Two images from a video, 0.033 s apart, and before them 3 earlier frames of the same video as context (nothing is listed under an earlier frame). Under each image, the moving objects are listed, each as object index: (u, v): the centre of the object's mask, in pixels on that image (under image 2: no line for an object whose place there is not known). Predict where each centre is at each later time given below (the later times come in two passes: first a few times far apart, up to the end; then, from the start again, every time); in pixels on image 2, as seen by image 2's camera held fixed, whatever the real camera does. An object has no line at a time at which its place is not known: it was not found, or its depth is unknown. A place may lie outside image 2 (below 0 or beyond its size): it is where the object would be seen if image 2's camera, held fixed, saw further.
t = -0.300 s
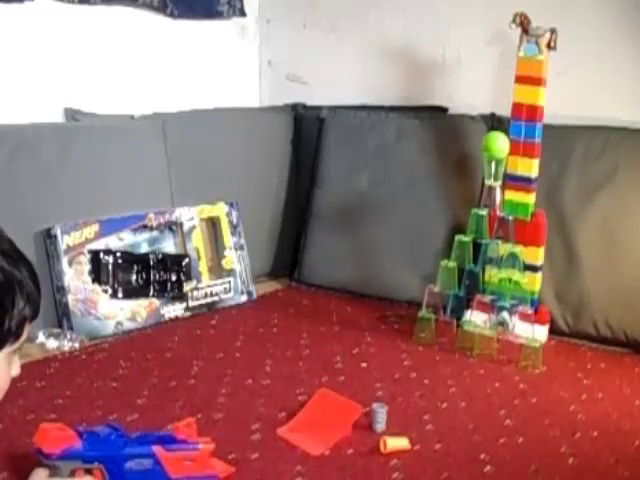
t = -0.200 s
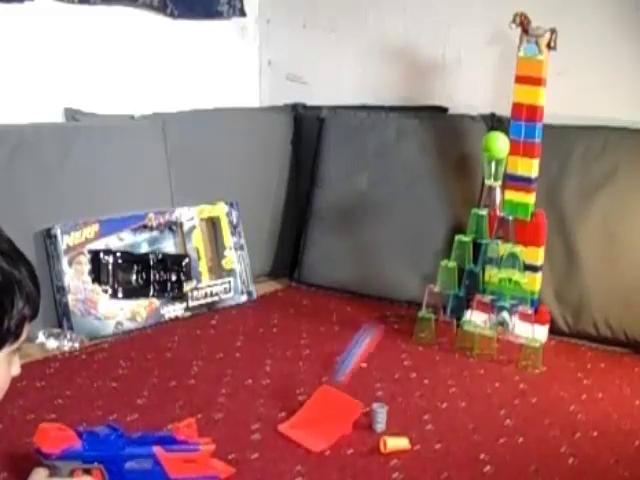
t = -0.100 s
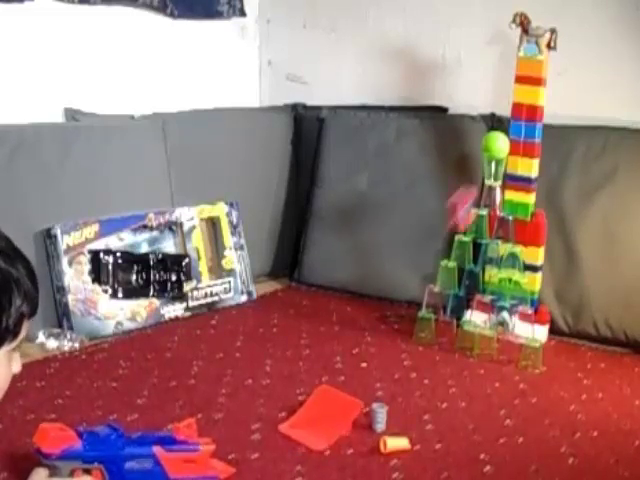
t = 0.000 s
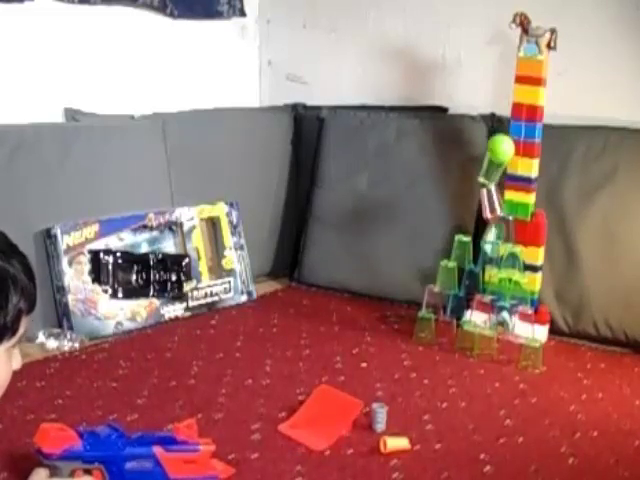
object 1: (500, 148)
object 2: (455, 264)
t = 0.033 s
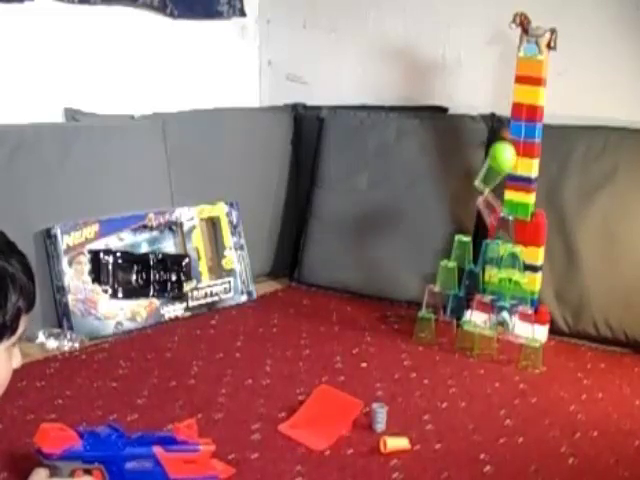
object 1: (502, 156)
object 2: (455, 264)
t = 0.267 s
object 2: (432, 287)
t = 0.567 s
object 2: (389, 330)
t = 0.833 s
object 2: (379, 336)
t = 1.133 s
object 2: (370, 338)
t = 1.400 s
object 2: (370, 338)
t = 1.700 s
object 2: (370, 338)
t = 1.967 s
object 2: (370, 338)
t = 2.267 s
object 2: (370, 338)
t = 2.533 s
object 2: (370, 338)
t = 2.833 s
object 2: (370, 338)
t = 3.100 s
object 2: (370, 338)
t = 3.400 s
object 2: (370, 338)
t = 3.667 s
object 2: (370, 338)
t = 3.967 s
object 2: (370, 338)
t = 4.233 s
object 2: (370, 338)
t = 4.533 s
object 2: (370, 338)
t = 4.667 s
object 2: (370, 338)
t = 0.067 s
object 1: (502, 169)
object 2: (454, 264)
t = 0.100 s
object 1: (503, 187)
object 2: (454, 264)
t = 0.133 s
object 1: (506, 203)
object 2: (451, 263)
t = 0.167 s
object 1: (509, 214)
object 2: (447, 263)
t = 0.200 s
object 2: (442, 266)
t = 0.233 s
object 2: (441, 271)
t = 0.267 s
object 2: (432, 287)
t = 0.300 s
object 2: (422, 302)
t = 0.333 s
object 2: (409, 319)
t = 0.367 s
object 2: (390, 305)
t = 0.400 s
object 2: (394, 312)
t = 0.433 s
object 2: (398, 311)
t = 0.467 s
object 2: (395, 312)
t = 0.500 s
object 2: (392, 318)
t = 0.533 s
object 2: (389, 328)
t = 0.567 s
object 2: (389, 330)
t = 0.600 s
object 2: (388, 330)
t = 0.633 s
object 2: (387, 333)
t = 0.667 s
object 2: (385, 335)
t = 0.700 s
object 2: (384, 336)
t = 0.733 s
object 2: (382, 336)
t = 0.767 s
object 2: (381, 336)
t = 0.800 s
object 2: (380, 336)
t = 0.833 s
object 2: (379, 336)
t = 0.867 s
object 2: (378, 336)
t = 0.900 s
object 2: (377, 337)
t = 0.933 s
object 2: (376, 337)
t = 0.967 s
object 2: (375, 337)
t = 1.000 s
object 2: (374, 337)
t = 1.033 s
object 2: (373, 337)
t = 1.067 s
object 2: (372, 338)
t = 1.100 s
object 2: (371, 338)
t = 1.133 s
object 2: (370, 338)
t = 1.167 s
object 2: (370, 338)
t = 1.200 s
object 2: (370, 338)
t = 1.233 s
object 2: (370, 338)
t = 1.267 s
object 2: (370, 338)
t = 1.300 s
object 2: (370, 338)
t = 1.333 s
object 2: (370, 338)
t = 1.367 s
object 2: (370, 338)
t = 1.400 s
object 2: (370, 338)
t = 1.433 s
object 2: (370, 338)
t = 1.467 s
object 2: (370, 338)
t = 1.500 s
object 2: (370, 338)
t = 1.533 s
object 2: (370, 338)
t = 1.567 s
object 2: (370, 338)
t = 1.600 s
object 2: (370, 338)
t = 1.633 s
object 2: (370, 338)
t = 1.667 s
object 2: (370, 338)
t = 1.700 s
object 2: (370, 338)
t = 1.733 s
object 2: (370, 338)
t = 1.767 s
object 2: (370, 338)
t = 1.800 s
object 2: (370, 338)
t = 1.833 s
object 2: (370, 338)
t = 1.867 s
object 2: (370, 338)
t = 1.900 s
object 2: (370, 338)
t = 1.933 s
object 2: (370, 338)
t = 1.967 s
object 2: (370, 338)
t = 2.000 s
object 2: (370, 338)
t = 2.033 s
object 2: (370, 338)
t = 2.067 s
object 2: (370, 338)
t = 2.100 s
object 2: (370, 338)
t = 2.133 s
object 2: (370, 338)
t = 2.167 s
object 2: (370, 338)
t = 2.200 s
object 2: (370, 338)
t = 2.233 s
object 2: (370, 338)
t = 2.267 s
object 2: (370, 338)
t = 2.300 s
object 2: (370, 338)
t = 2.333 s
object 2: (370, 338)
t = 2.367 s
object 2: (370, 338)
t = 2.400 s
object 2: (370, 338)
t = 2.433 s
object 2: (370, 338)
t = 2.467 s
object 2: (370, 338)
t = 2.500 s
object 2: (370, 338)
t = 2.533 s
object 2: (370, 338)
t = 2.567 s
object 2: (370, 338)
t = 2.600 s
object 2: (370, 338)
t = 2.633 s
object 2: (370, 338)
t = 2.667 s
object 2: (370, 338)
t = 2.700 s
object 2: (370, 338)
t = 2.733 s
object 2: (370, 338)
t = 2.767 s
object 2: (370, 338)
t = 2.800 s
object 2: (370, 338)
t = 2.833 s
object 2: (370, 338)
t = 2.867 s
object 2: (370, 338)
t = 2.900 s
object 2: (370, 338)
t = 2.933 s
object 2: (370, 338)
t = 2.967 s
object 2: (370, 338)
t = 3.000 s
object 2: (370, 338)
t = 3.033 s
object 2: (370, 338)
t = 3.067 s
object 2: (370, 338)
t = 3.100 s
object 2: (370, 338)
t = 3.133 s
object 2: (370, 338)
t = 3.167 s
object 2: (370, 338)
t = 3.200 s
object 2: (370, 338)
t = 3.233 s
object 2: (370, 338)
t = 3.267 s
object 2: (370, 338)
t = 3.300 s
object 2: (370, 338)
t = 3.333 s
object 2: (370, 338)
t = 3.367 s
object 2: (370, 338)
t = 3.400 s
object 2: (370, 338)
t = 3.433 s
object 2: (370, 338)
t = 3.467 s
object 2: (370, 338)
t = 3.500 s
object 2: (370, 338)
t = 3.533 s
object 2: (370, 338)
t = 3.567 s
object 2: (370, 338)
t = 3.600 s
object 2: (370, 338)
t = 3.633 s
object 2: (370, 338)
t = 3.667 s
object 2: (370, 338)
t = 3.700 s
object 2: (370, 338)
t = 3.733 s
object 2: (370, 338)
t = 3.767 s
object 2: (370, 338)
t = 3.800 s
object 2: (370, 338)
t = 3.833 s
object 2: (370, 338)
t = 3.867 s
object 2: (370, 338)
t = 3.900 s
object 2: (370, 338)
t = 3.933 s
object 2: (370, 338)
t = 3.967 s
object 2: (370, 338)
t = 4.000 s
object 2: (370, 338)
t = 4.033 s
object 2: (370, 338)
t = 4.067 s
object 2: (370, 338)
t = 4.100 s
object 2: (370, 338)
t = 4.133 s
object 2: (370, 338)
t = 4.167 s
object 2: (370, 338)
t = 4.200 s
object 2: (370, 338)
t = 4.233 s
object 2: (370, 338)
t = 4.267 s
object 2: (370, 338)
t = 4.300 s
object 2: (370, 338)
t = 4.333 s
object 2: (370, 338)
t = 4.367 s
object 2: (370, 338)
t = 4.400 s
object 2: (370, 338)
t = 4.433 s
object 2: (370, 338)
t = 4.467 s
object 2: (370, 338)
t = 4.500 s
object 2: (370, 338)
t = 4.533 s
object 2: (370, 338)
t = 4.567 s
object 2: (370, 338)
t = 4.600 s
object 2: (370, 338)
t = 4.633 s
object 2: (370, 338)
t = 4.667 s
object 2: (370, 338)
